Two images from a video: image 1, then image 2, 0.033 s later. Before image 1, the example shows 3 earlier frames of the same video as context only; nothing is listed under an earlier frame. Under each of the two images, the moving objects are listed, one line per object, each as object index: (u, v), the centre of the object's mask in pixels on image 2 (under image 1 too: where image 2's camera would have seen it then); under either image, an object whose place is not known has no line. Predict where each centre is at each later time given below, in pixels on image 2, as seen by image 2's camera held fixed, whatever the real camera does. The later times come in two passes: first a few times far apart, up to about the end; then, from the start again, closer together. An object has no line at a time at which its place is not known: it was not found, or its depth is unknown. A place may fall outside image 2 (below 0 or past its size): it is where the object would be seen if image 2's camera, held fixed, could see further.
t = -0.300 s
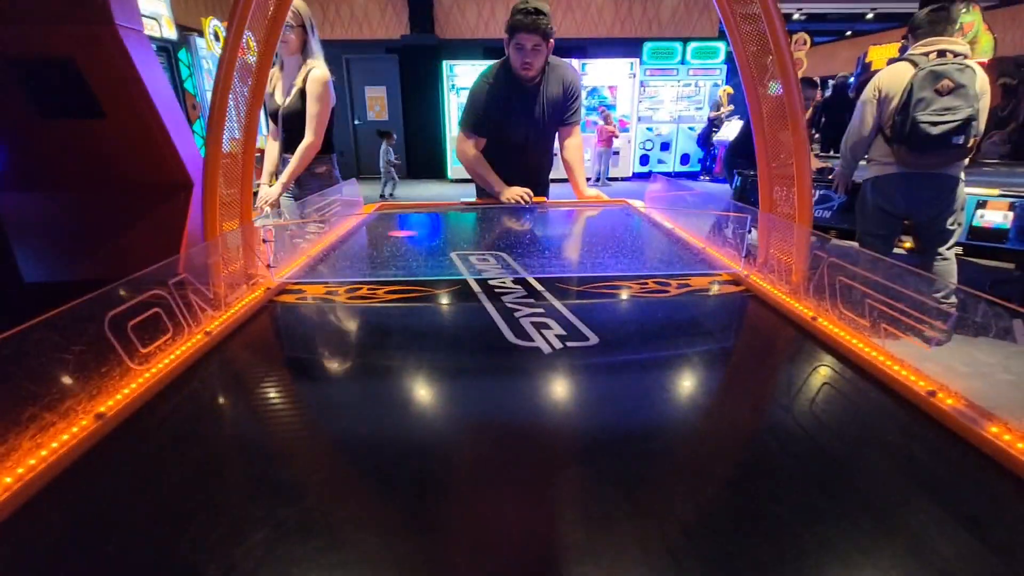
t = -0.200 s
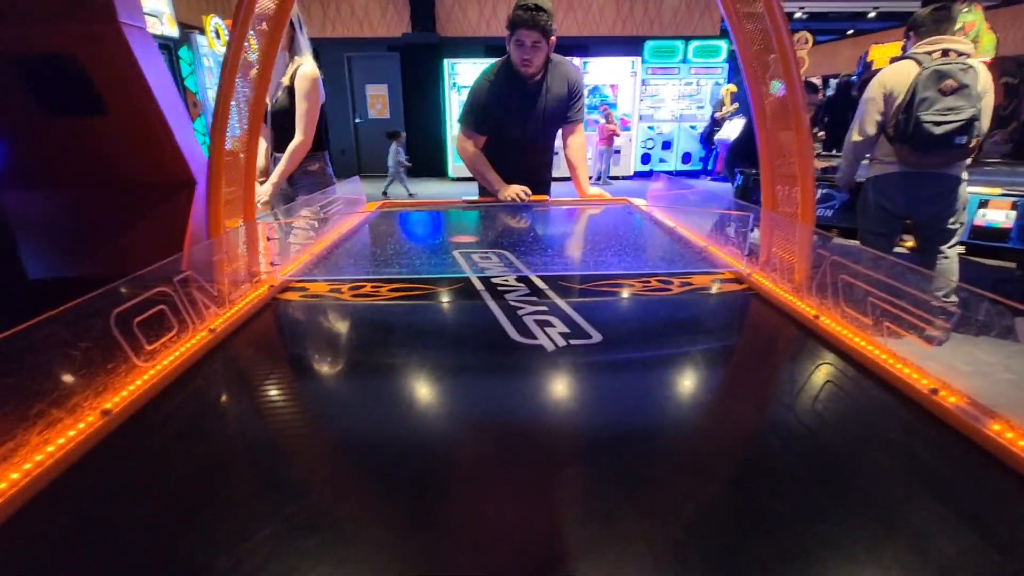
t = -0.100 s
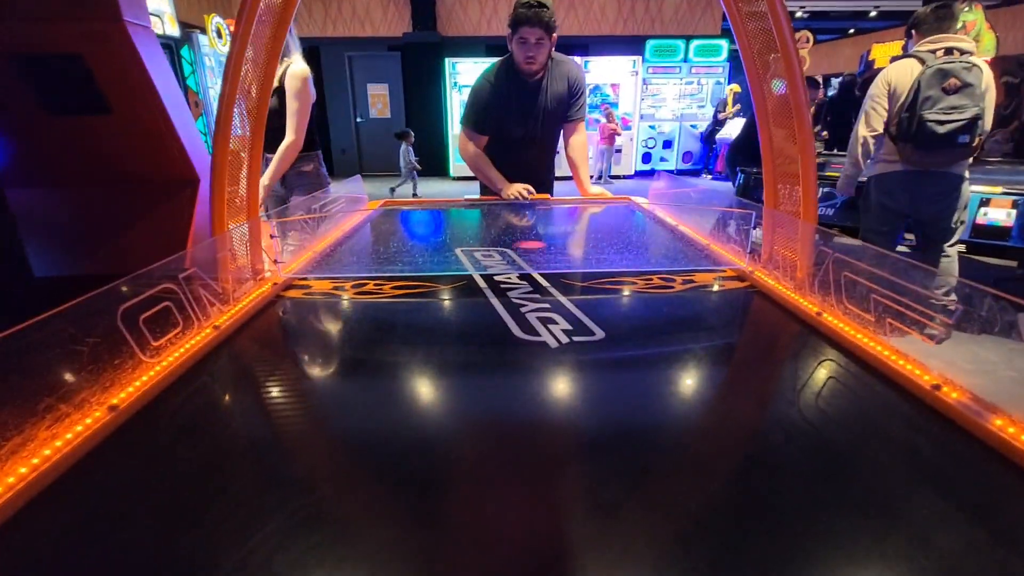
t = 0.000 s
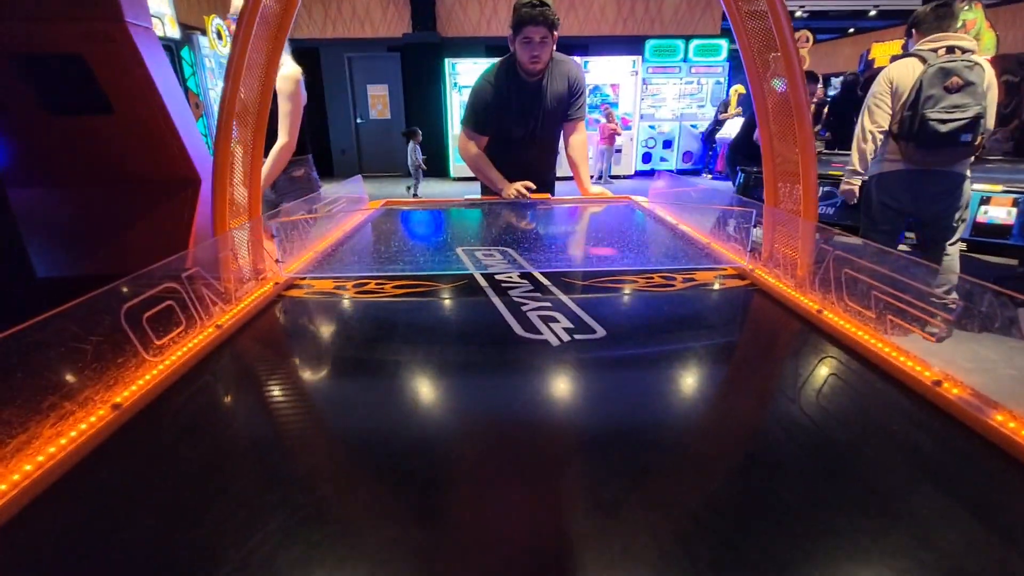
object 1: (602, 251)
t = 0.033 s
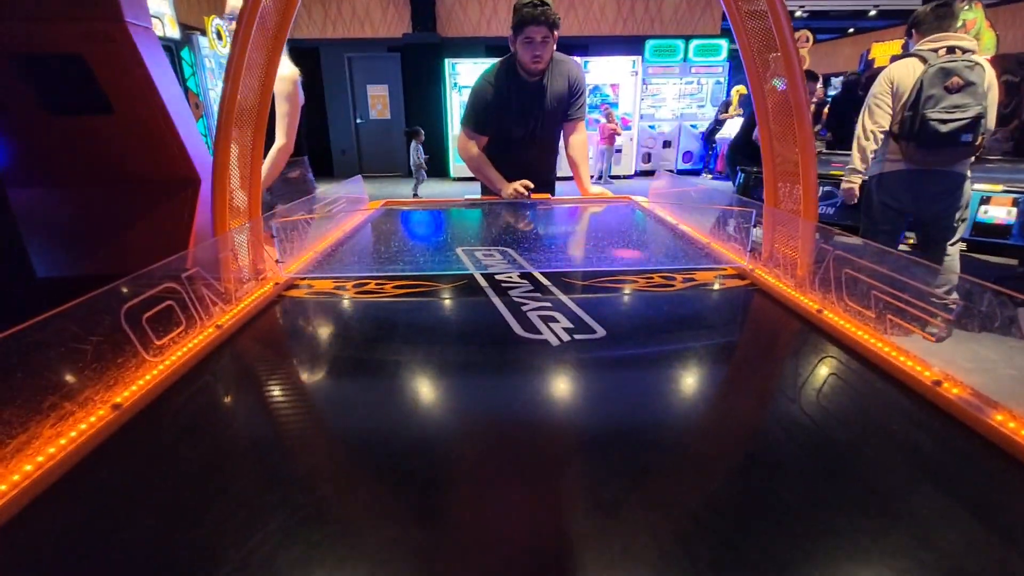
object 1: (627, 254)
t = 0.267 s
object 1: (641, 274)
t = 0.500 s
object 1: (485, 304)
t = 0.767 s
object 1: (241, 347)
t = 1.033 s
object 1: (403, 397)
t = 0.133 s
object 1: (696, 260)
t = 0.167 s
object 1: (696, 263)
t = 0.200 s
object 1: (679, 267)
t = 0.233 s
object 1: (661, 272)
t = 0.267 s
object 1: (641, 274)
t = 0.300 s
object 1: (622, 278)
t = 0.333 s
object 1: (601, 283)
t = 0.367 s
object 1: (579, 287)
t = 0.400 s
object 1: (558, 291)
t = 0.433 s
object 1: (536, 295)
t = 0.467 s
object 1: (511, 300)
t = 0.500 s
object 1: (485, 304)
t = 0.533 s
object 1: (460, 309)
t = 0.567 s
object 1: (431, 314)
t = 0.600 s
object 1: (404, 319)
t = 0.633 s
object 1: (373, 324)
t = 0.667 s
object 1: (342, 329)
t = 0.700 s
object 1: (309, 335)
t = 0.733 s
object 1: (274, 341)
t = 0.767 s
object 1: (241, 347)
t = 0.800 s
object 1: (243, 350)
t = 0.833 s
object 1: (262, 355)
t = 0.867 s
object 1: (283, 362)
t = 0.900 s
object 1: (305, 368)
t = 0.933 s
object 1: (329, 374)
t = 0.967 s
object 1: (353, 381)
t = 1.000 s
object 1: (379, 389)
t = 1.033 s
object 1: (403, 397)
